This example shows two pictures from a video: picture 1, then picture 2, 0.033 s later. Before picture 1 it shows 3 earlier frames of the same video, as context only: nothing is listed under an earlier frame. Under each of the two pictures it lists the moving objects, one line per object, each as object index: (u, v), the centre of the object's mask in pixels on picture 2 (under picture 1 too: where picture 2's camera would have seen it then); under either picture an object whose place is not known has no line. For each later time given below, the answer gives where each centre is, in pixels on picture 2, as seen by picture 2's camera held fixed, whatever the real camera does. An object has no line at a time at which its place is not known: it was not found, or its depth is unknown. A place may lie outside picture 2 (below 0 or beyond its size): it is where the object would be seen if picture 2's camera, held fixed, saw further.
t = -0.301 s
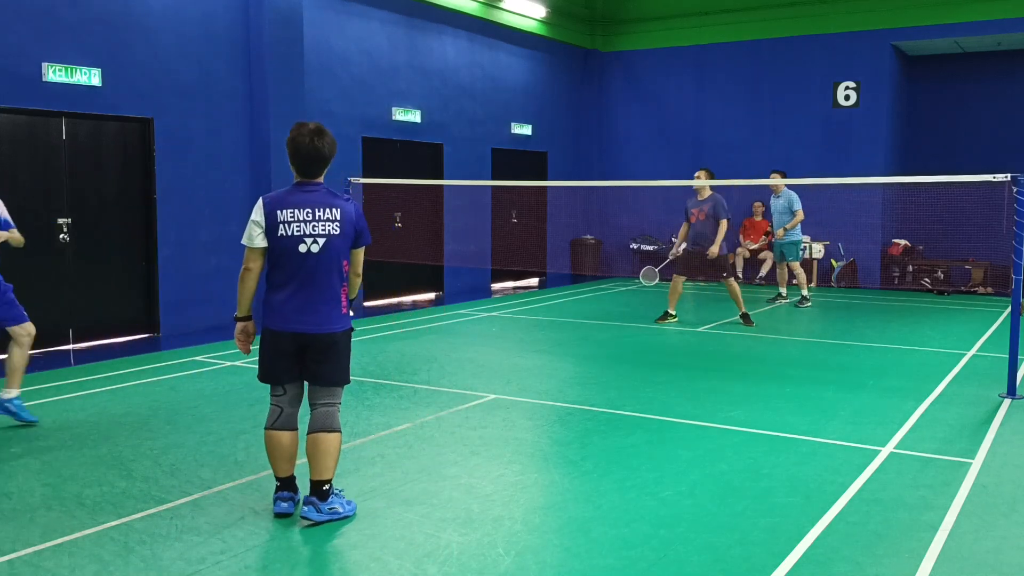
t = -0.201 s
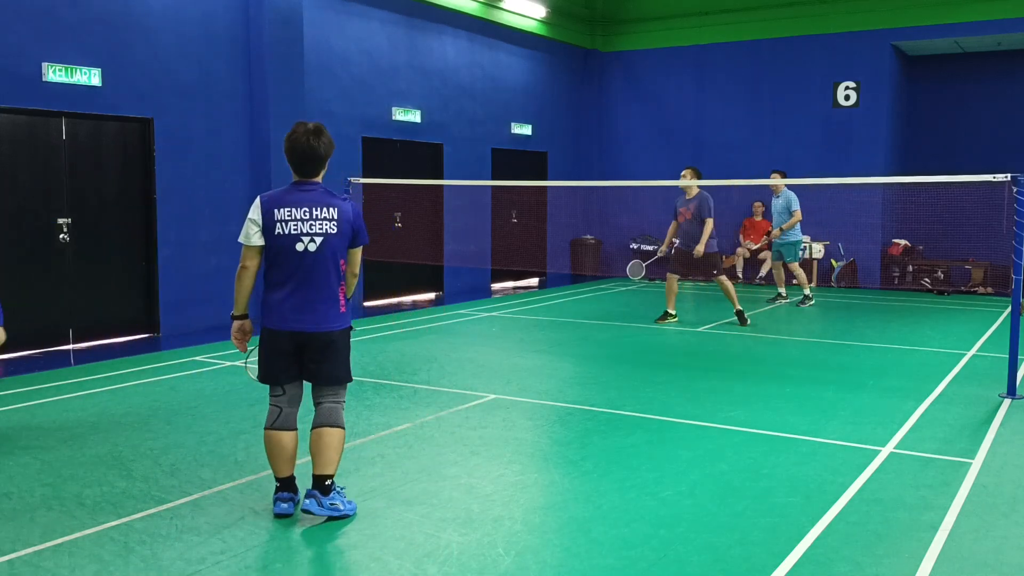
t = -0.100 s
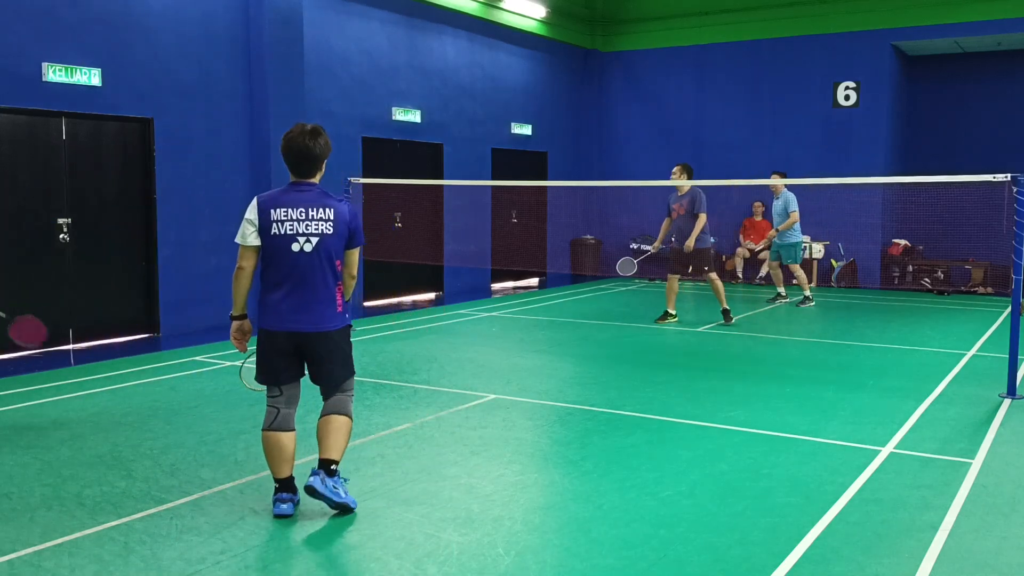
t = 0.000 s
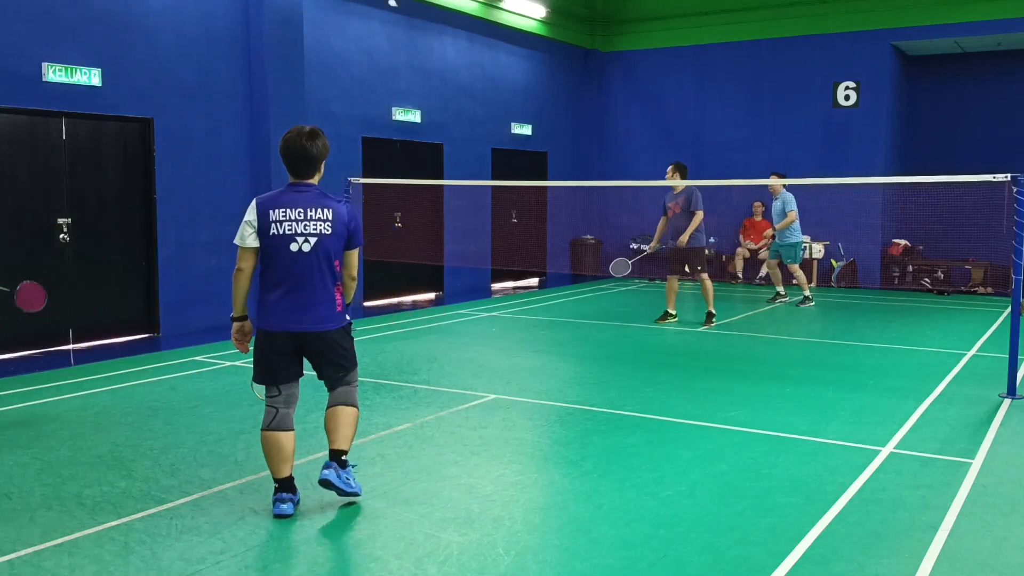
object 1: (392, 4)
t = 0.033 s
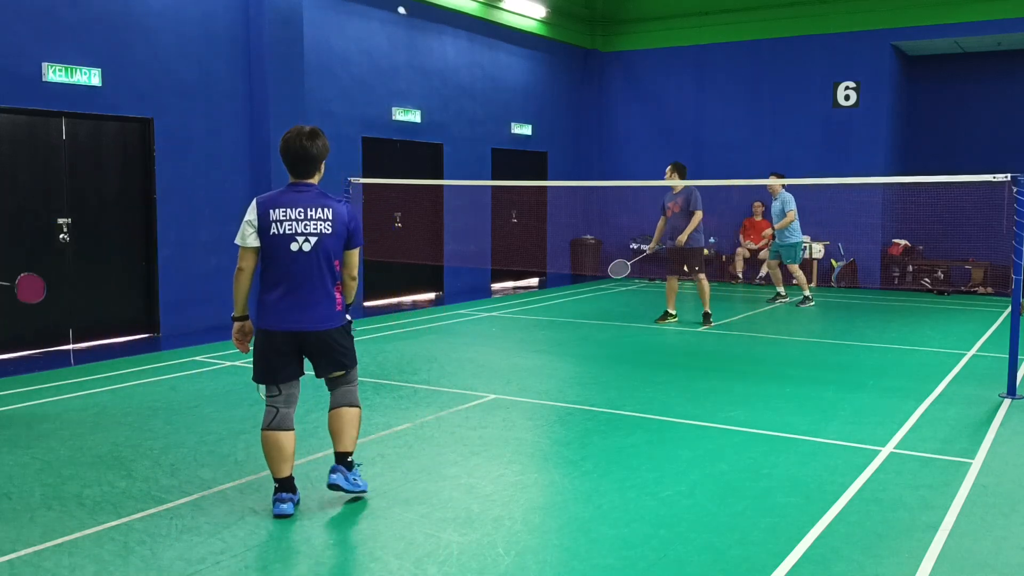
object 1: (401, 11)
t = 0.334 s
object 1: (463, 97)
